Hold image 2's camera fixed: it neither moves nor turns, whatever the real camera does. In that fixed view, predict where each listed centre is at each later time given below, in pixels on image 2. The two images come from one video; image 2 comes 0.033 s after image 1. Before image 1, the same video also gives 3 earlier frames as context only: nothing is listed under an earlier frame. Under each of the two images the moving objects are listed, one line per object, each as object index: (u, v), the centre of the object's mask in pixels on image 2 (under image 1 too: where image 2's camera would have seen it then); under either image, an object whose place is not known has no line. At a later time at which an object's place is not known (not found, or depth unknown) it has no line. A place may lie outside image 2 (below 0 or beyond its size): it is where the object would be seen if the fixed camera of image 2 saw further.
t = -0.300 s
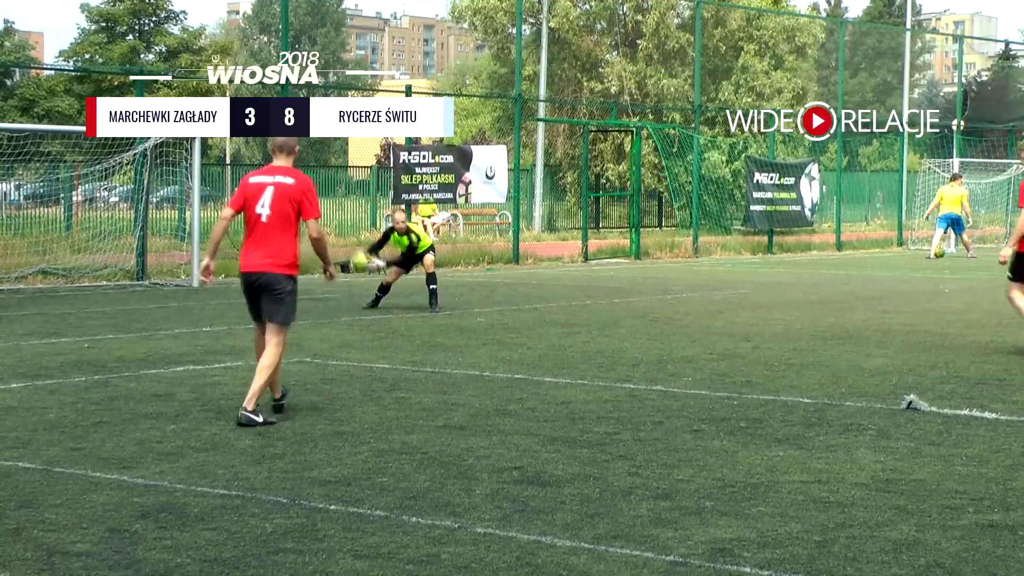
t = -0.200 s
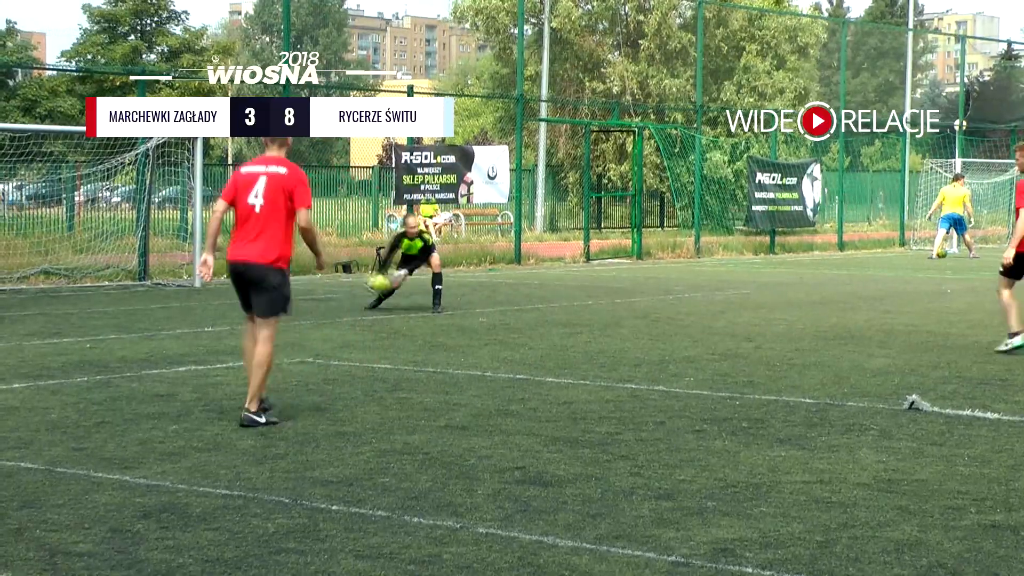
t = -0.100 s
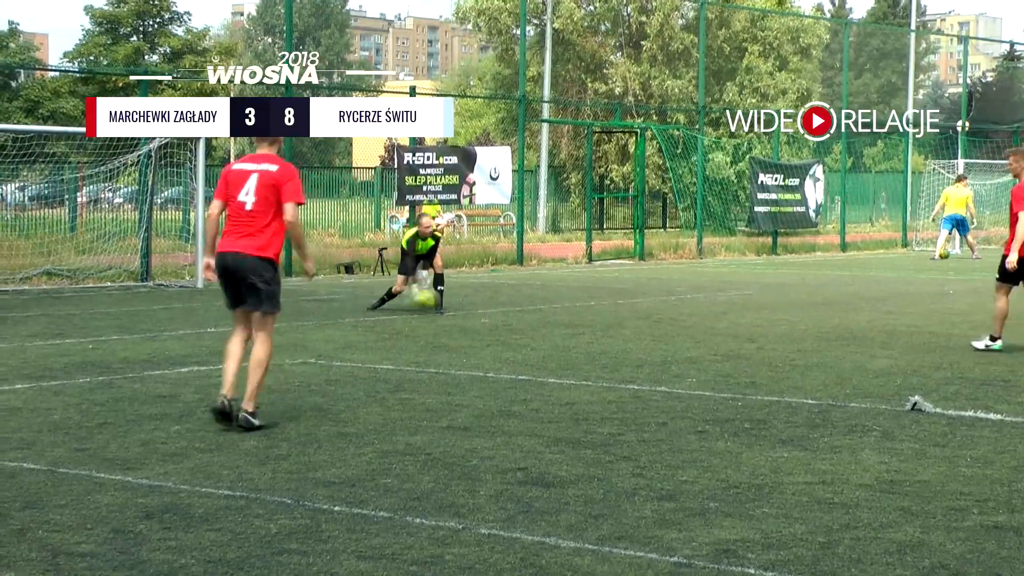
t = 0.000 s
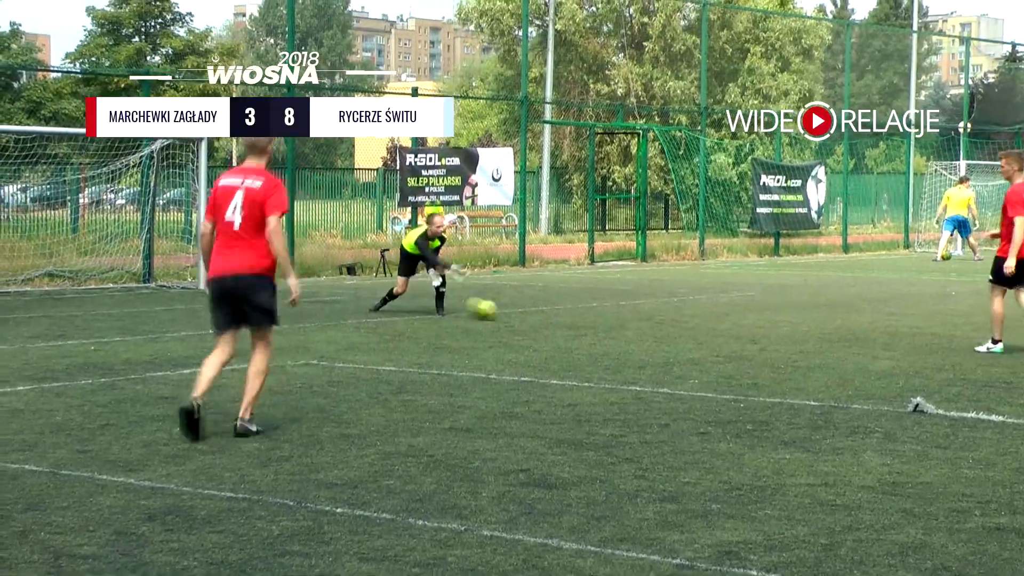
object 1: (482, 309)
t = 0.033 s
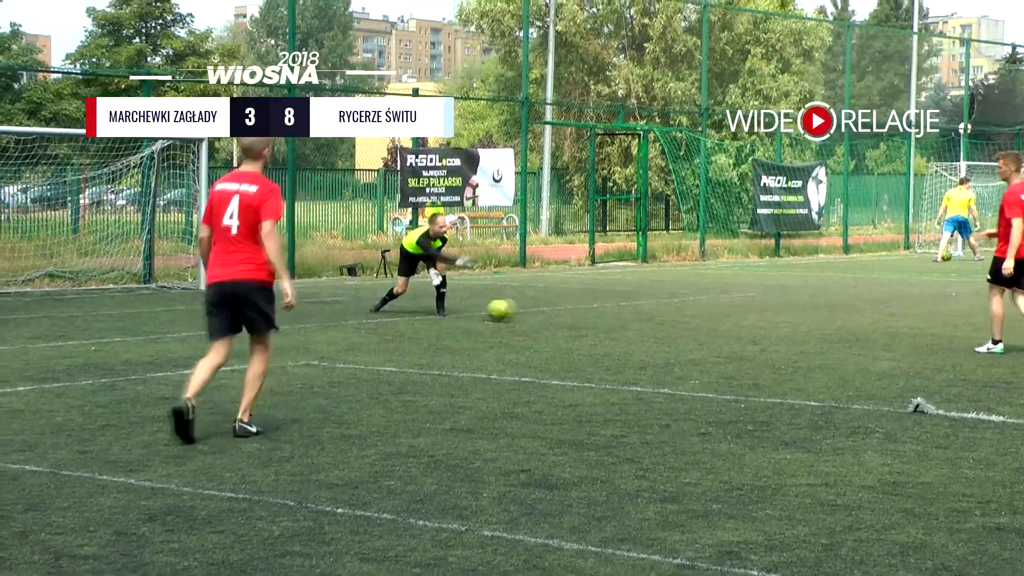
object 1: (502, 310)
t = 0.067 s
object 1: (516, 308)
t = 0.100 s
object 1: (531, 308)
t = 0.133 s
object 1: (548, 308)
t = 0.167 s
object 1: (559, 311)
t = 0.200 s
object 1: (584, 314)
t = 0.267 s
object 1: (602, 313)
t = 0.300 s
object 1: (623, 312)
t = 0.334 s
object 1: (625, 312)
